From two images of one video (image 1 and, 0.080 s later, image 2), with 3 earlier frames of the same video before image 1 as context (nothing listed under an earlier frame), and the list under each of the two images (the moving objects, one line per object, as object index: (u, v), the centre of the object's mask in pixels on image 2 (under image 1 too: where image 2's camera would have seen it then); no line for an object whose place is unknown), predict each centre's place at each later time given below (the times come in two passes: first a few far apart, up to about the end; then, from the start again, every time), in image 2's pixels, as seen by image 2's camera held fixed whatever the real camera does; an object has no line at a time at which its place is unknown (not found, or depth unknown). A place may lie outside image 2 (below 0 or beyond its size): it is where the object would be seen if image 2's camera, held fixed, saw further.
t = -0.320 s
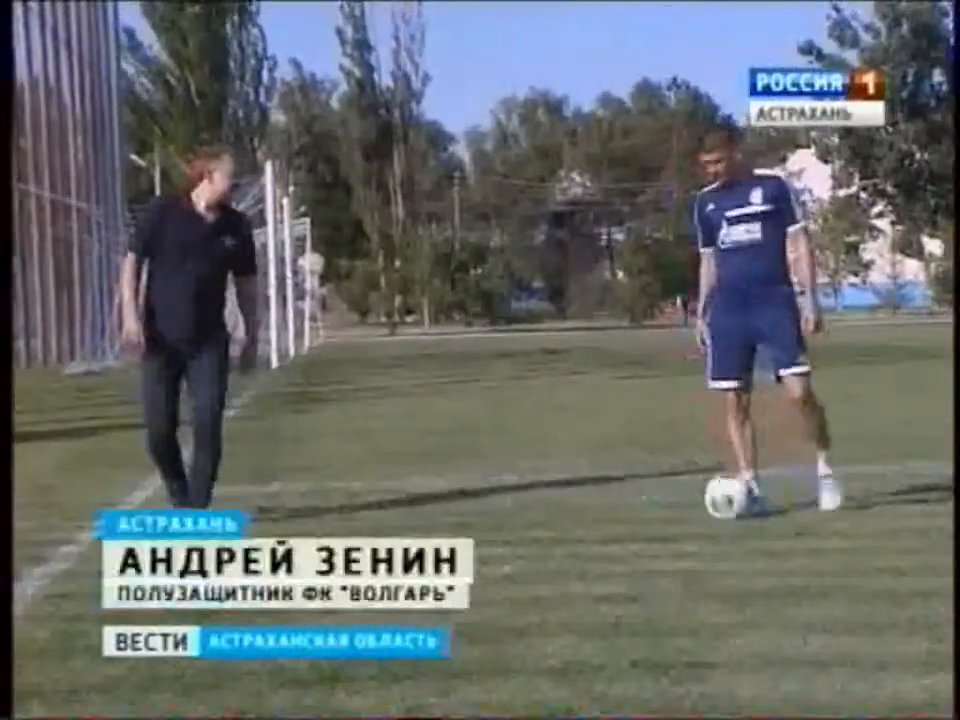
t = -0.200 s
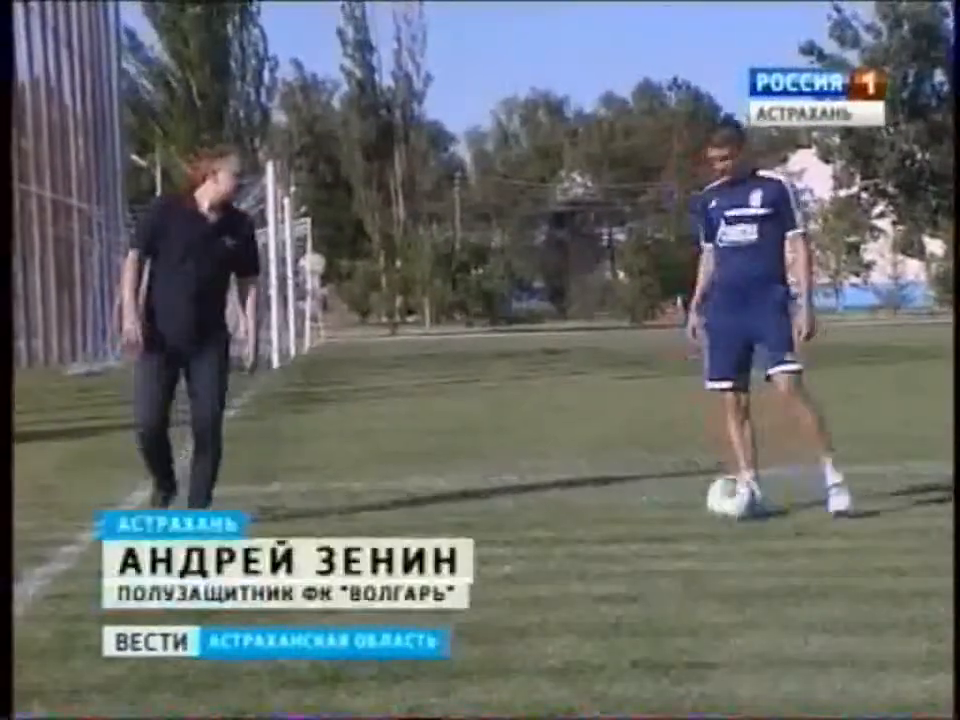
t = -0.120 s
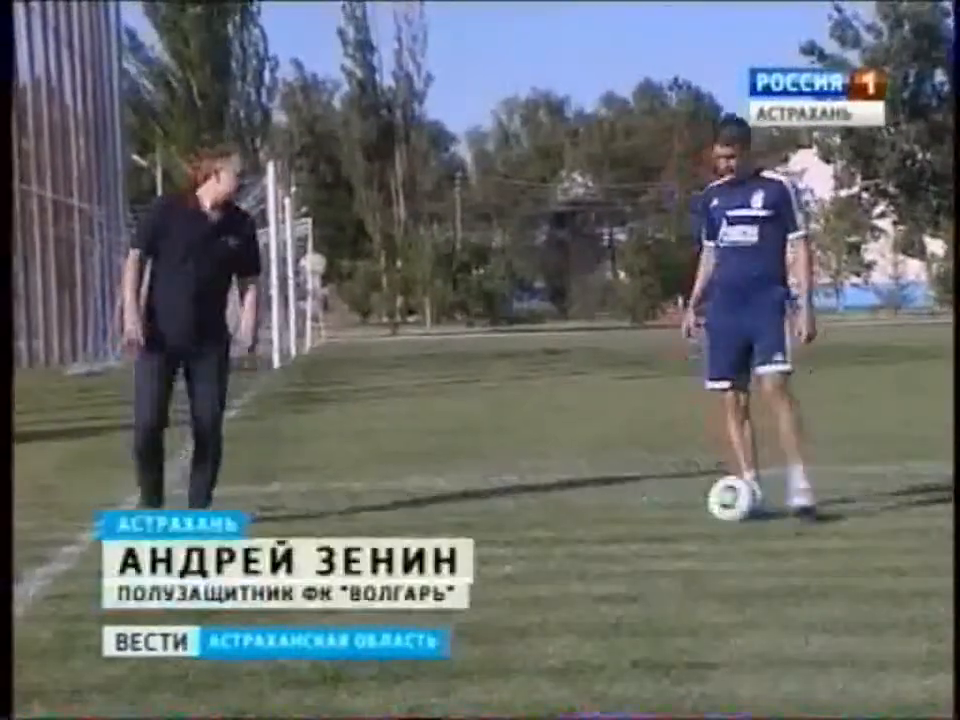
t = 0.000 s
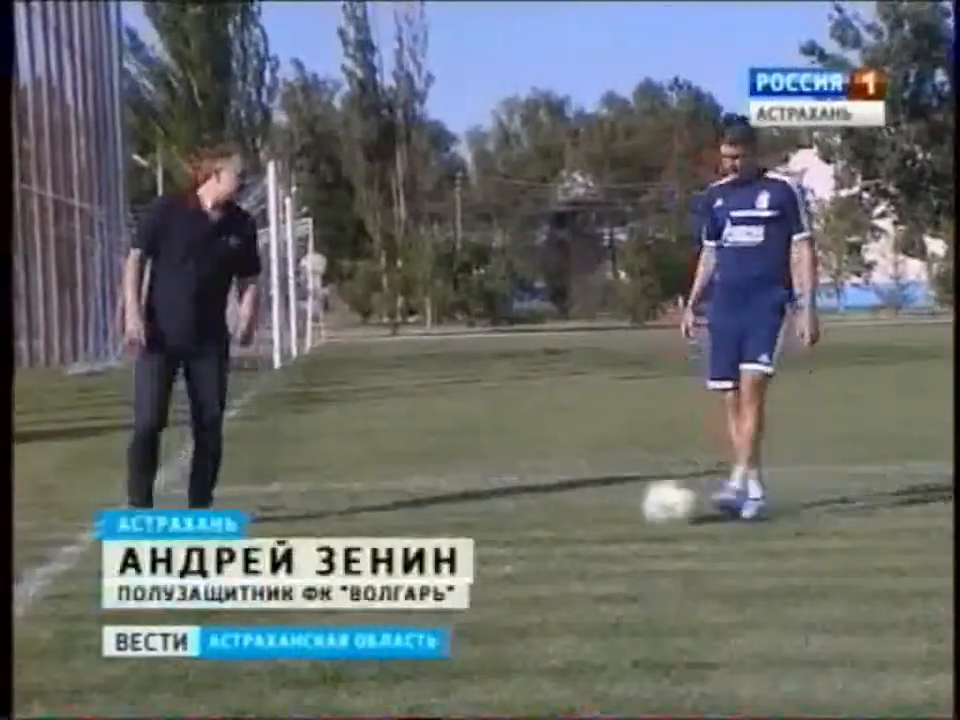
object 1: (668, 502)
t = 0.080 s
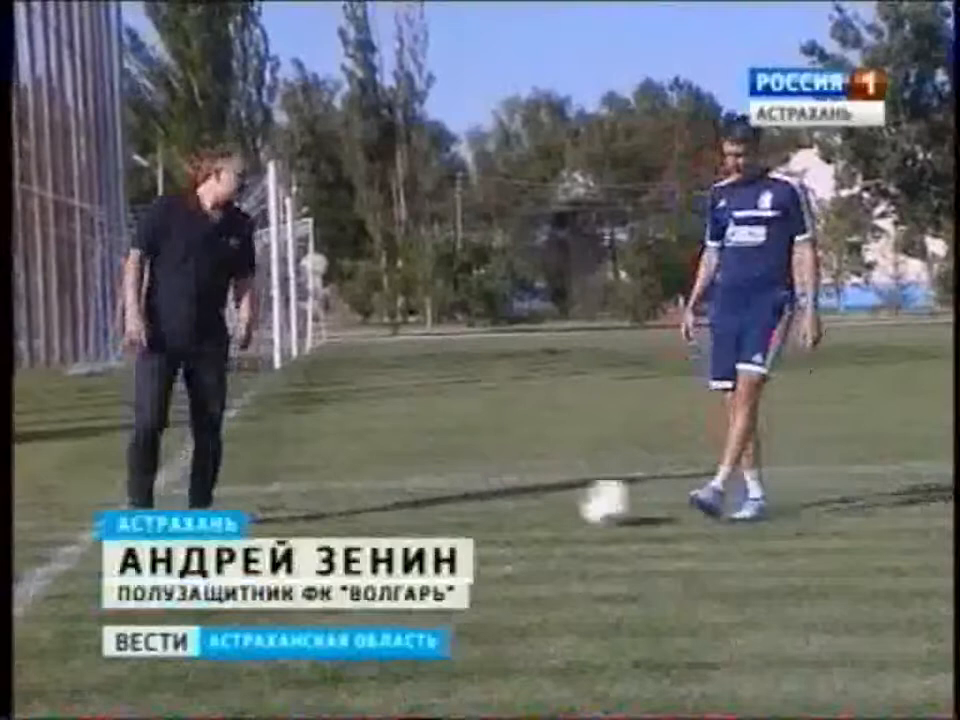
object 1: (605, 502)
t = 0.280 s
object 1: (482, 504)
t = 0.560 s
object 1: (328, 506)
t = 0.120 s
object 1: (576, 503)
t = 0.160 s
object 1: (552, 502)
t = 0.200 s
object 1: (527, 503)
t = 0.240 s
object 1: (503, 503)
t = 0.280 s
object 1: (482, 504)
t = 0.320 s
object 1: (455, 507)
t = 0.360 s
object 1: (435, 507)
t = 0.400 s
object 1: (412, 504)
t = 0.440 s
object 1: (390, 507)
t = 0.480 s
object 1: (369, 508)
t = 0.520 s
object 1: (348, 507)
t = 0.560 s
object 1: (328, 506)
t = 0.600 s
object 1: (308, 507)
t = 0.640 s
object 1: (287, 511)
